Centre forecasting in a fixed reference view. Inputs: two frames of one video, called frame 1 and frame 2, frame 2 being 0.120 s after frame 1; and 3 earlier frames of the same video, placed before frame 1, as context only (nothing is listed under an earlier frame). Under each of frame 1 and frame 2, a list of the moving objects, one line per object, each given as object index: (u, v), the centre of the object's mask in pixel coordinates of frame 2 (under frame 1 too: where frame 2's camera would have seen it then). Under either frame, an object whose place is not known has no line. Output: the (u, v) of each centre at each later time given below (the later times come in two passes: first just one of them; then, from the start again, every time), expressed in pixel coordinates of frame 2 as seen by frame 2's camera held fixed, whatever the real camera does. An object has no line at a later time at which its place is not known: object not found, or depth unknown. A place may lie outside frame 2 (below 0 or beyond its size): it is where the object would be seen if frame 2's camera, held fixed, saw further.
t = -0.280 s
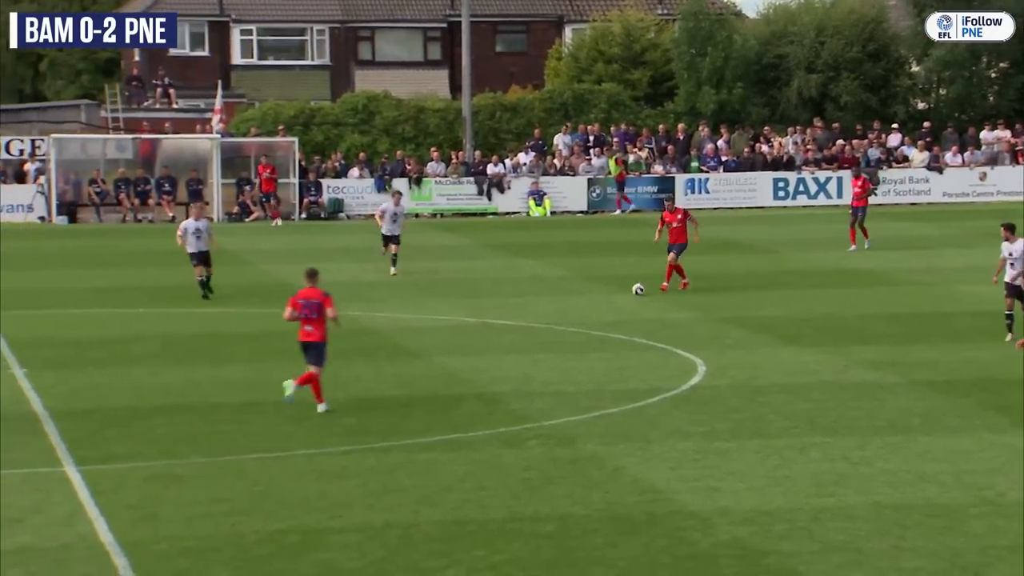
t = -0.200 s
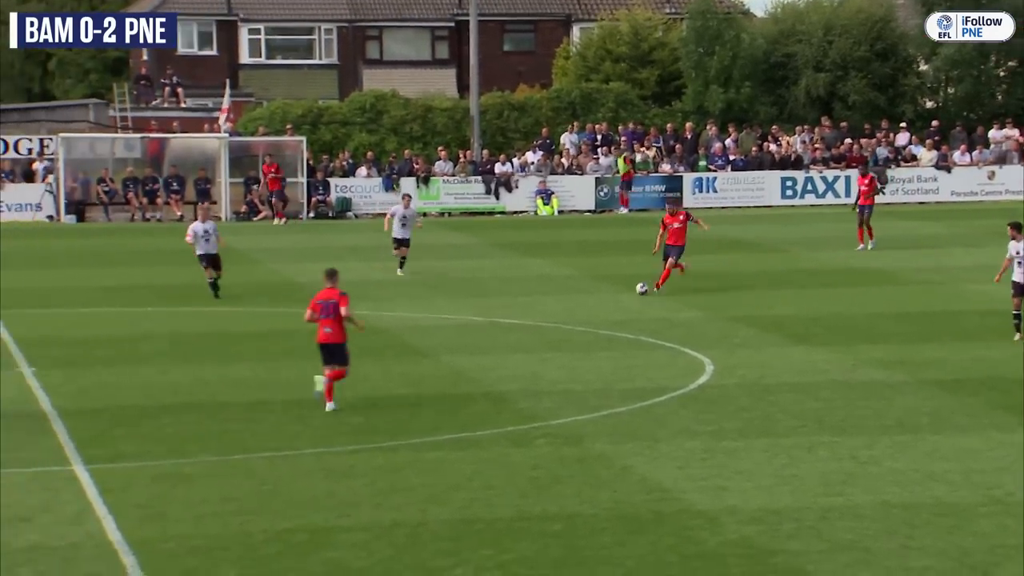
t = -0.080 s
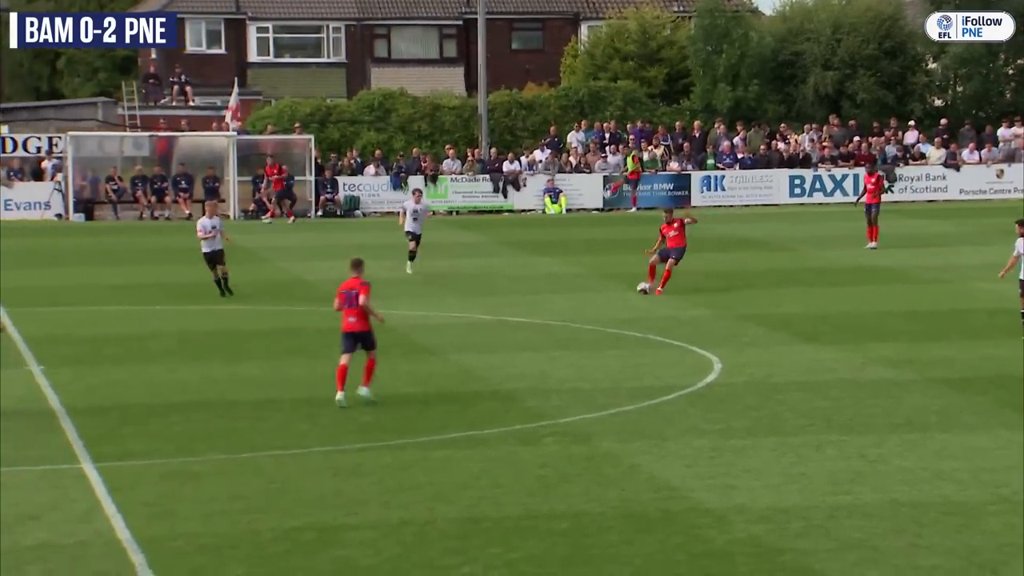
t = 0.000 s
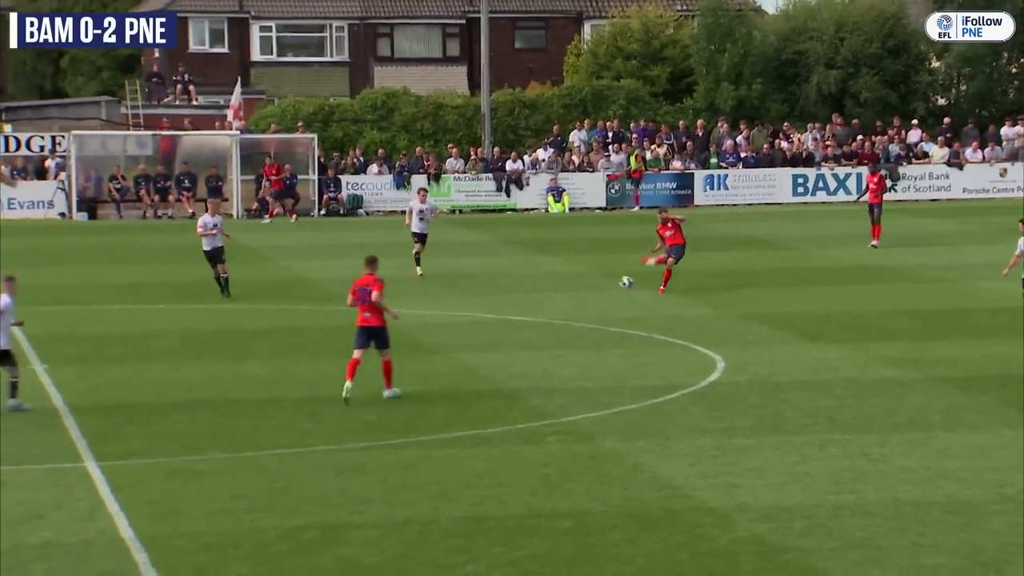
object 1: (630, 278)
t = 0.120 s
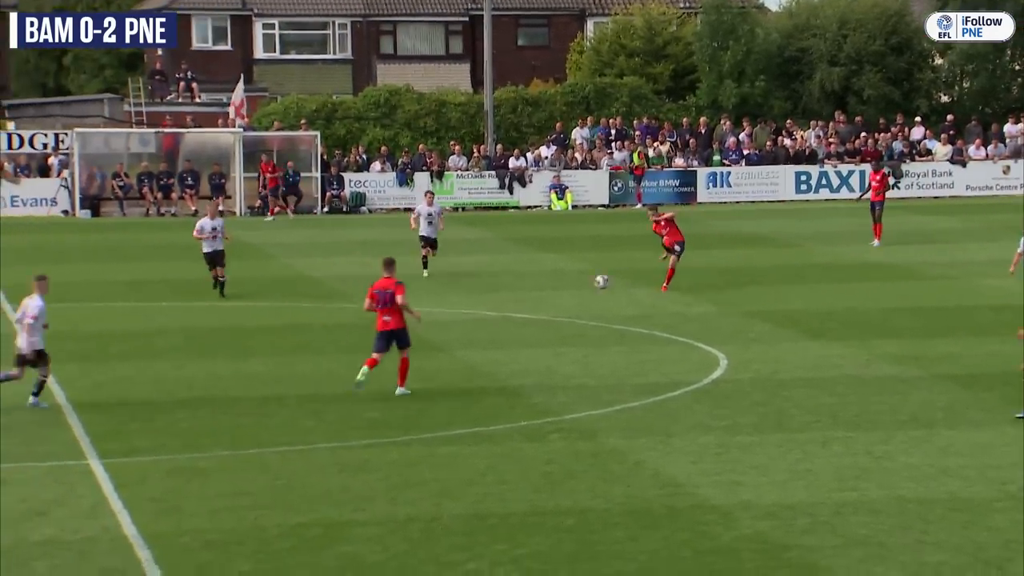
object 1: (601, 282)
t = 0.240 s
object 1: (581, 295)
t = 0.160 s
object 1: (595, 283)
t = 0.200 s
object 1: (588, 290)
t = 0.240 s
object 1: (581, 295)
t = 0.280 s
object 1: (575, 302)
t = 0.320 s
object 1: (569, 313)
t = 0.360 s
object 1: (564, 326)
